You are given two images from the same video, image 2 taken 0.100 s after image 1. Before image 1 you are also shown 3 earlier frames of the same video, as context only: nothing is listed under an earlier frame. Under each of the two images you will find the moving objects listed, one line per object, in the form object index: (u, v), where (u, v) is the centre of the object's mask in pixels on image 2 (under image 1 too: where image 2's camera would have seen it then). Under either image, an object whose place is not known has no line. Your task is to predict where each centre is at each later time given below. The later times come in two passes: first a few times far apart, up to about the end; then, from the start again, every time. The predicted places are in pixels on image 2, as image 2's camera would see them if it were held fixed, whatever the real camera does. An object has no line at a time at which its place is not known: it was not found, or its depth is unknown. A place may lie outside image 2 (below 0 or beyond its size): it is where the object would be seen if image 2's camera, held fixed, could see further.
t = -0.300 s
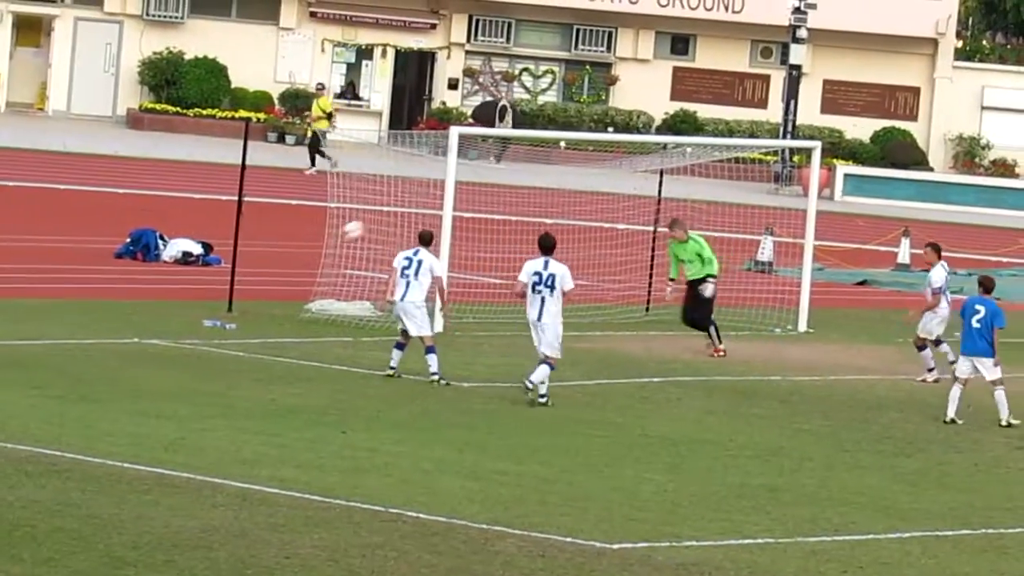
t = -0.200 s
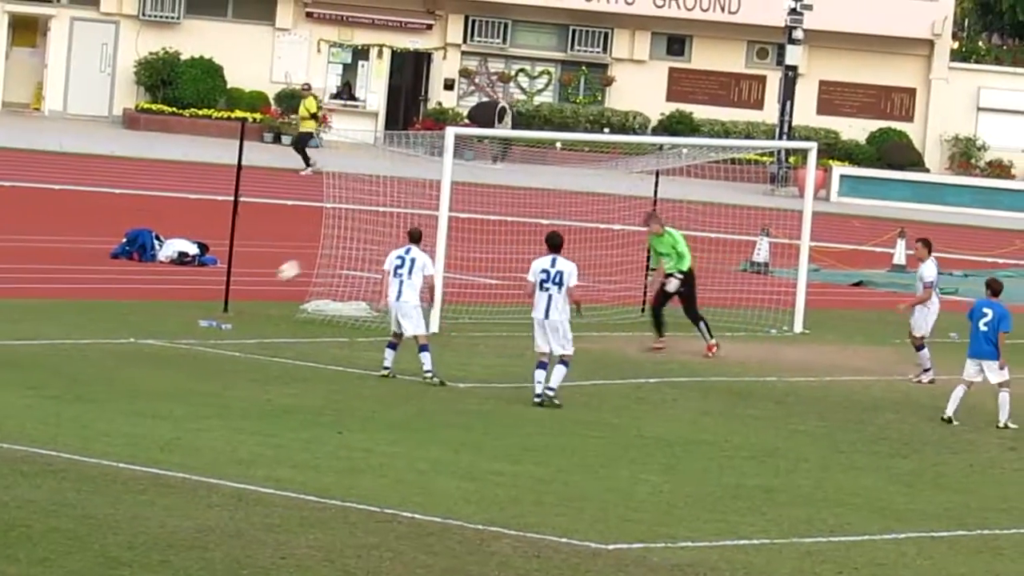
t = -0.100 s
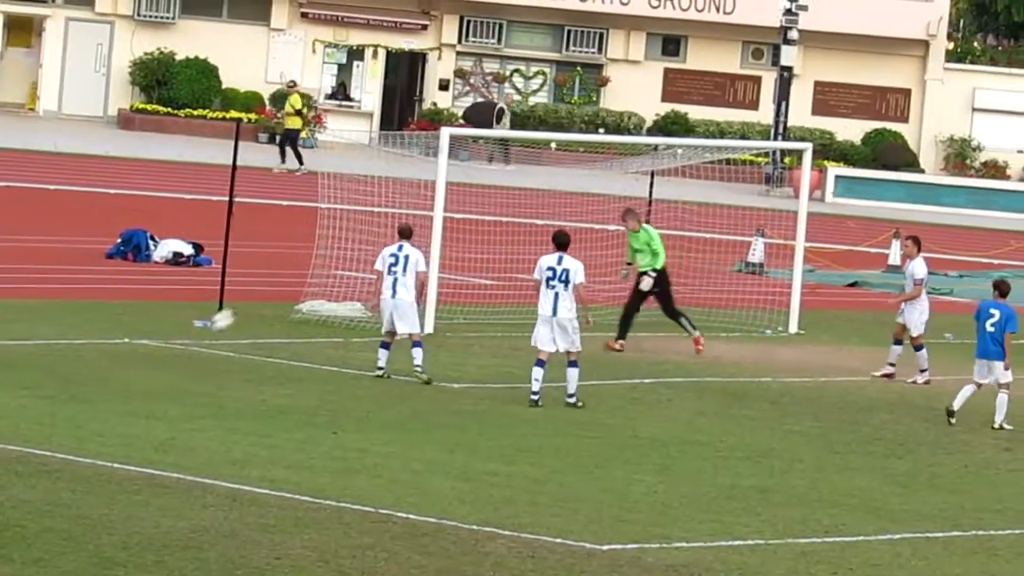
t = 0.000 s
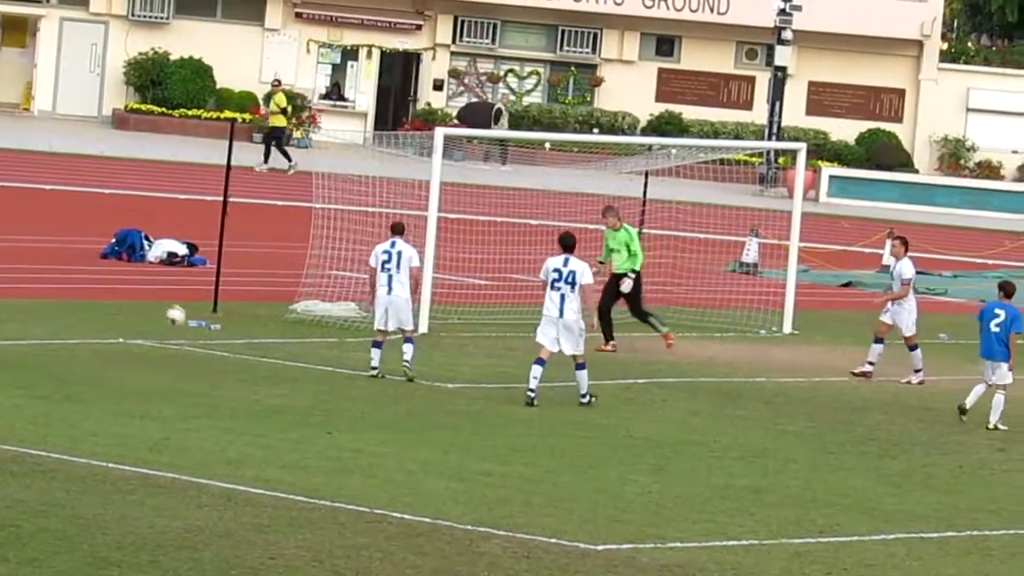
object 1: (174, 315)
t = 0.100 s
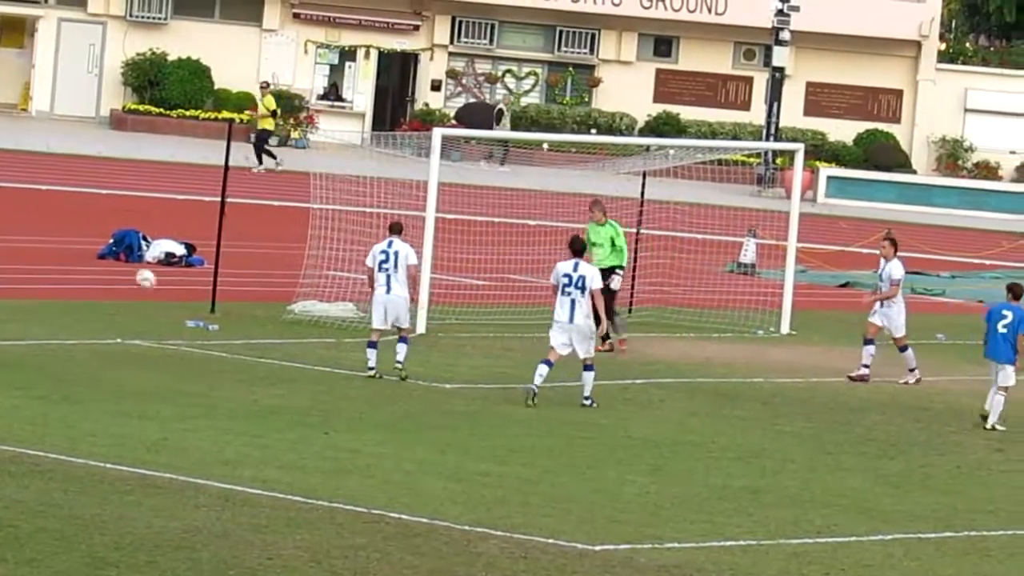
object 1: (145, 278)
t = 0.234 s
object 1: (107, 245)
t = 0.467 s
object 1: (33, 218)
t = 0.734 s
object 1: (-59, 248)
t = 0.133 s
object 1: (137, 269)
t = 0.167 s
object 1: (127, 259)
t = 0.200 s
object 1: (117, 251)
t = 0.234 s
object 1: (107, 245)
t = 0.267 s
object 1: (97, 237)
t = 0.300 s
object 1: (87, 231)
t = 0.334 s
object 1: (77, 227)
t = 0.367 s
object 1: (67, 224)
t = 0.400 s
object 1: (56, 221)
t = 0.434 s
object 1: (45, 220)
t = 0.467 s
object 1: (33, 218)
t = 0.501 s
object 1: (22, 219)
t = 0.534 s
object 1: (11, 220)
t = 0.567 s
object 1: (-1, 222)
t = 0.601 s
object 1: (-12, 225)
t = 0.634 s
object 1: (-24, 230)
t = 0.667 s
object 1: (-36, 234)
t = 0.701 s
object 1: (-47, 240)
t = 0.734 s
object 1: (-59, 248)
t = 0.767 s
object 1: (-70, 255)
